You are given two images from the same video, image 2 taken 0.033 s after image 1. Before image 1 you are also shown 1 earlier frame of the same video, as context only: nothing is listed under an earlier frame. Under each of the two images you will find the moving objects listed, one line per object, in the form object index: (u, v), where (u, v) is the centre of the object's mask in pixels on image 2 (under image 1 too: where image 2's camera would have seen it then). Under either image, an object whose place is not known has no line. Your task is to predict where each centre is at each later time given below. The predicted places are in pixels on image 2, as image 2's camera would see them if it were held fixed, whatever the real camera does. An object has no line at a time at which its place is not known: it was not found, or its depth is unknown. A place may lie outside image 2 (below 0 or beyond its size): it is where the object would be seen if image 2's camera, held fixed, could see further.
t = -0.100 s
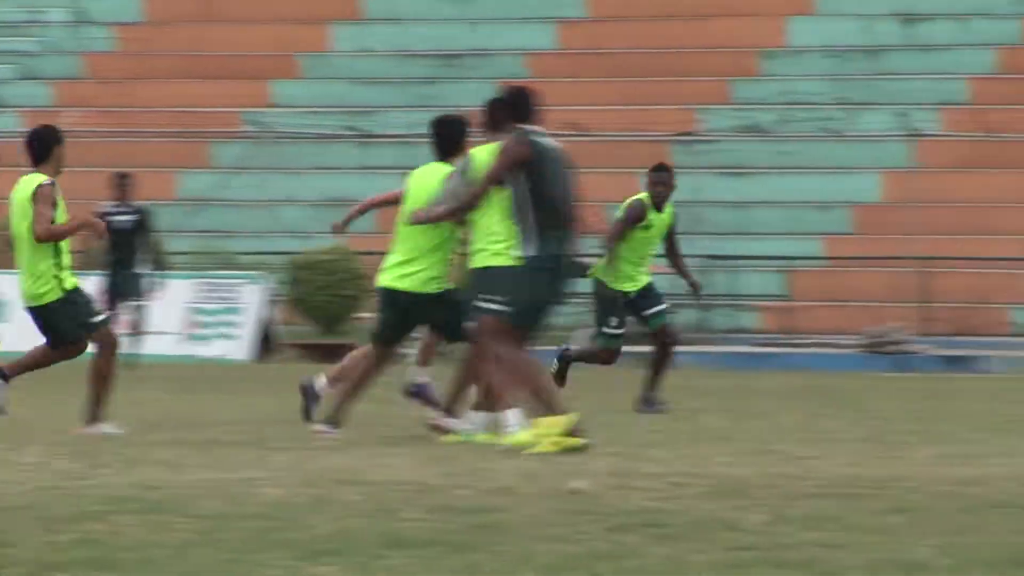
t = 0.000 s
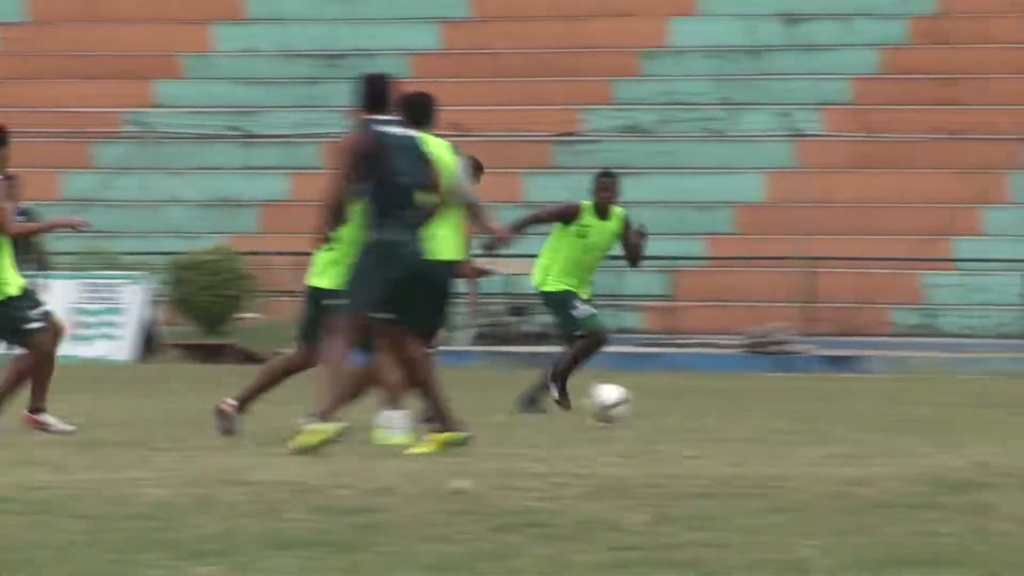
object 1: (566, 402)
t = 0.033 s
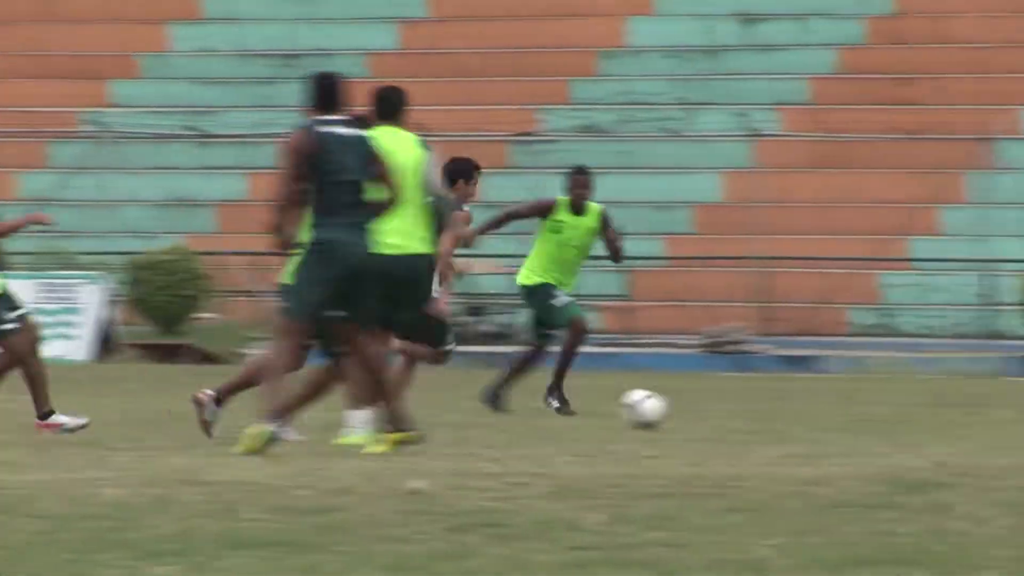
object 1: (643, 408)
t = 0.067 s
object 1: (720, 413)
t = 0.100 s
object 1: (789, 412)
